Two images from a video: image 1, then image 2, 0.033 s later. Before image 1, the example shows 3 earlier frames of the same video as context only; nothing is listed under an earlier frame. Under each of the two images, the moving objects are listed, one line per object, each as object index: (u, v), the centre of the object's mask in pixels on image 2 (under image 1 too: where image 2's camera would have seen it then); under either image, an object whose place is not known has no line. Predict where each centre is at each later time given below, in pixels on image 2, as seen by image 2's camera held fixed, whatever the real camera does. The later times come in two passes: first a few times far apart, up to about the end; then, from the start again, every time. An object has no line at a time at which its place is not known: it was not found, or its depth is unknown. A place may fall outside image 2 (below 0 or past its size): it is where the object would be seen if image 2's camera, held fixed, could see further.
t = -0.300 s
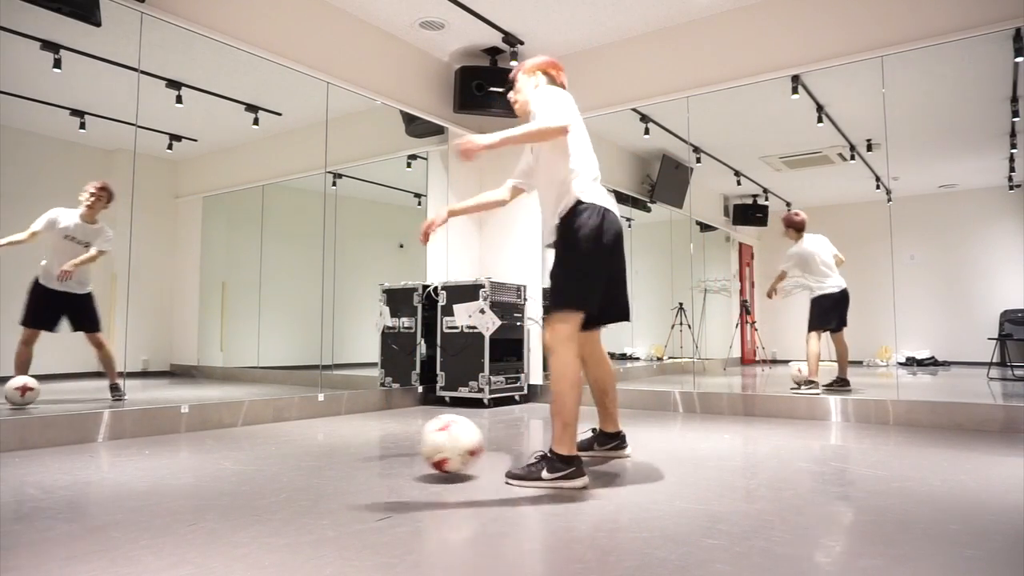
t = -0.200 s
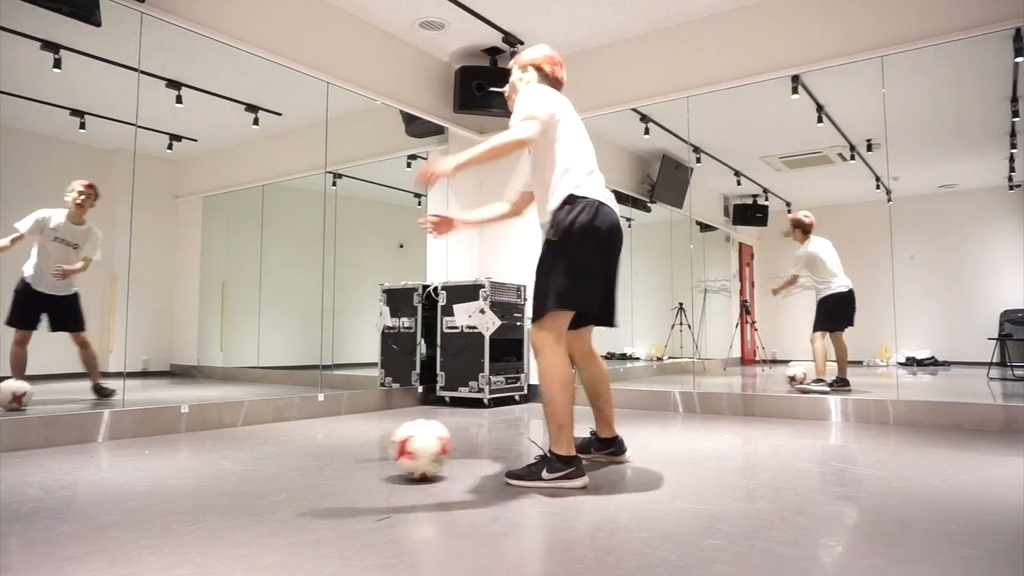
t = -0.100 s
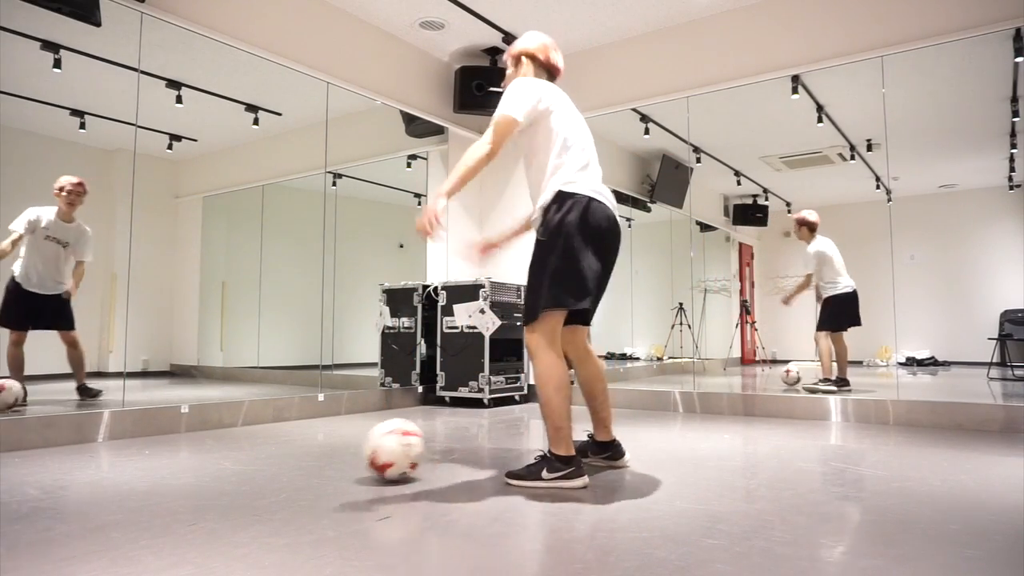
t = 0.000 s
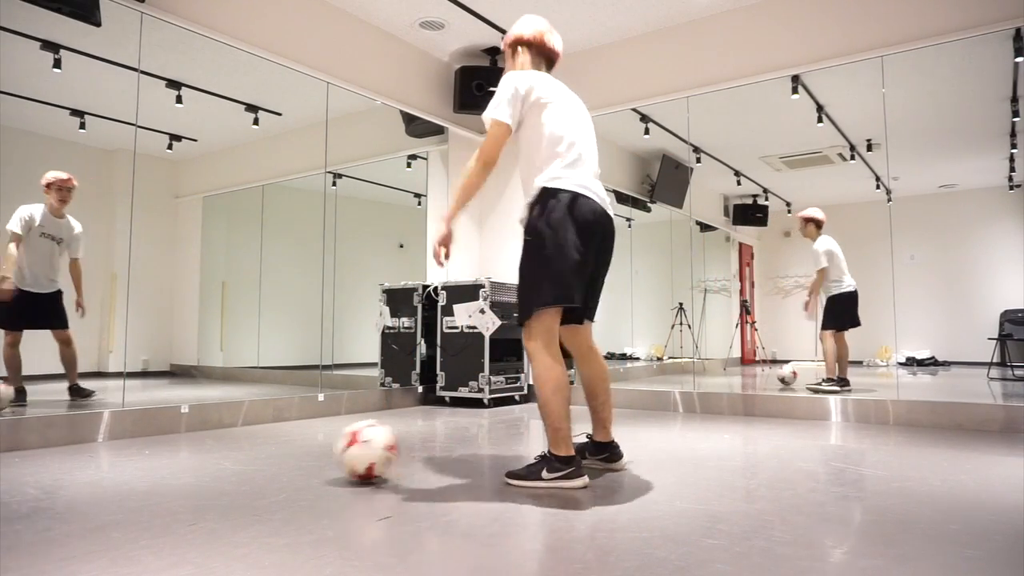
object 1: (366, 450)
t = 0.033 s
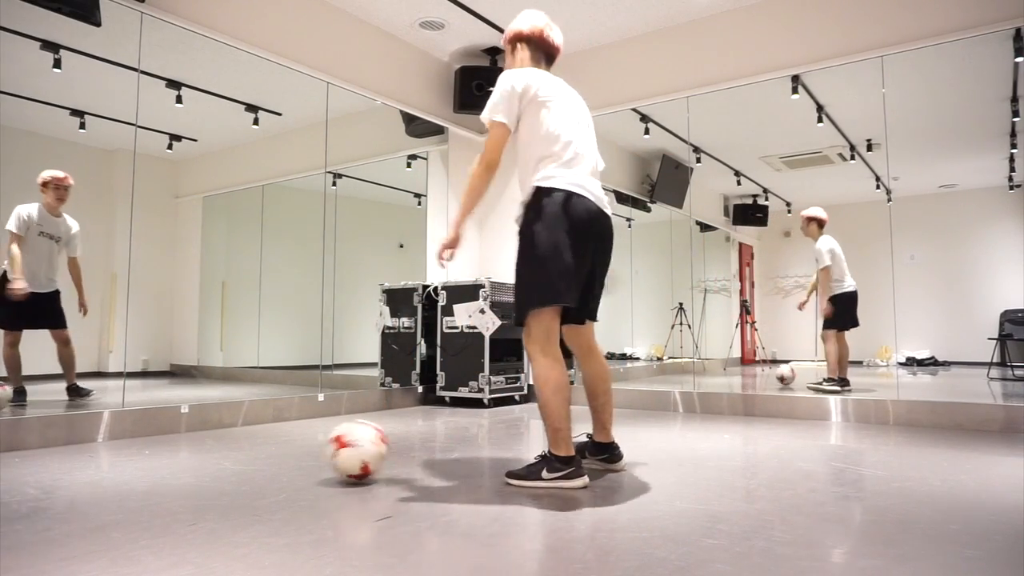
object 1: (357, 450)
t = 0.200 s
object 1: (312, 453)
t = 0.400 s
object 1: (255, 453)
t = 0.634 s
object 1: (191, 455)
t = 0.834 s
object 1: (136, 456)
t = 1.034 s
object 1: (82, 457)
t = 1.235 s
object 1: (31, 457)
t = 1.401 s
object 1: (10, 456)
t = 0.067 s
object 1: (348, 450)
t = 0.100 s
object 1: (339, 452)
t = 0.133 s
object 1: (330, 450)
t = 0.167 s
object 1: (322, 452)
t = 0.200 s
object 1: (312, 453)
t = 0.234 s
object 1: (303, 453)
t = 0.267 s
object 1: (293, 453)
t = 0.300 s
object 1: (283, 454)
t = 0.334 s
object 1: (273, 453)
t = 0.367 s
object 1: (264, 454)
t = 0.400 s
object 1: (255, 453)
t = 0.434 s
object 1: (246, 454)
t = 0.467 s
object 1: (237, 454)
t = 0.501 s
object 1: (228, 454)
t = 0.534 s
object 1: (218, 455)
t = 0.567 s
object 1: (210, 454)
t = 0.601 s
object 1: (200, 455)
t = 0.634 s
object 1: (191, 455)
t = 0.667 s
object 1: (182, 455)
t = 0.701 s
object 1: (173, 455)
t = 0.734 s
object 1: (164, 455)
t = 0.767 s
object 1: (155, 455)
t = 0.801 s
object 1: (146, 456)
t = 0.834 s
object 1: (136, 456)
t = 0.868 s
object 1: (127, 455)
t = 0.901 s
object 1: (118, 456)
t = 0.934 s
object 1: (109, 456)
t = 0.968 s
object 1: (100, 456)
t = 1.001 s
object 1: (92, 457)
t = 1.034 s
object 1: (82, 457)
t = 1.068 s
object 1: (73, 457)
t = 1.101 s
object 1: (63, 458)
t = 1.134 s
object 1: (54, 457)
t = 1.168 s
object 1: (46, 458)
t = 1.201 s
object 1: (37, 457)
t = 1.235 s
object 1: (31, 457)
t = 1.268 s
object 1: (26, 457)
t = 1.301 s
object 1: (22, 456)
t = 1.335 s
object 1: (18, 455)
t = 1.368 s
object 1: (13, 455)
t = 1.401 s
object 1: (10, 456)
